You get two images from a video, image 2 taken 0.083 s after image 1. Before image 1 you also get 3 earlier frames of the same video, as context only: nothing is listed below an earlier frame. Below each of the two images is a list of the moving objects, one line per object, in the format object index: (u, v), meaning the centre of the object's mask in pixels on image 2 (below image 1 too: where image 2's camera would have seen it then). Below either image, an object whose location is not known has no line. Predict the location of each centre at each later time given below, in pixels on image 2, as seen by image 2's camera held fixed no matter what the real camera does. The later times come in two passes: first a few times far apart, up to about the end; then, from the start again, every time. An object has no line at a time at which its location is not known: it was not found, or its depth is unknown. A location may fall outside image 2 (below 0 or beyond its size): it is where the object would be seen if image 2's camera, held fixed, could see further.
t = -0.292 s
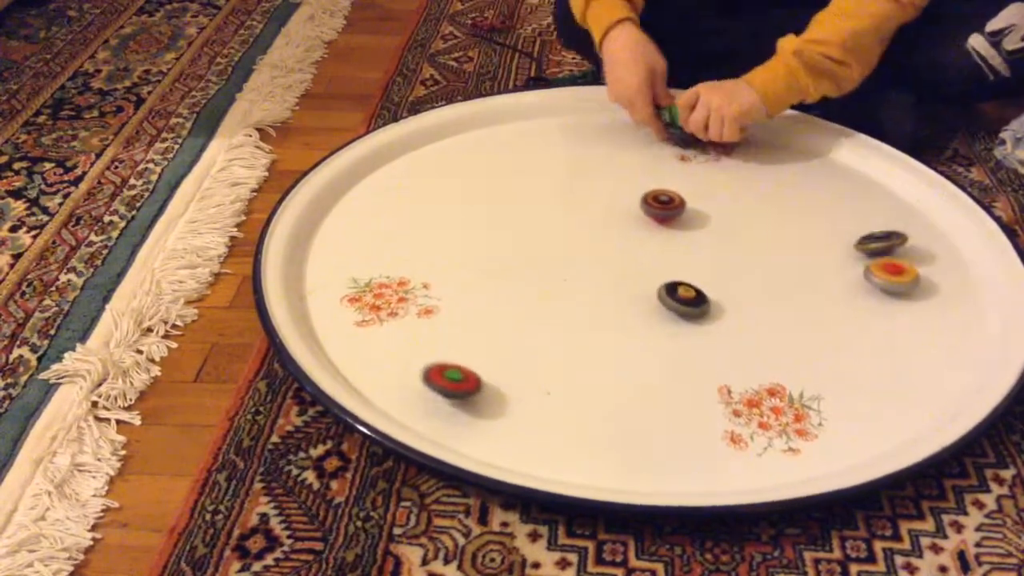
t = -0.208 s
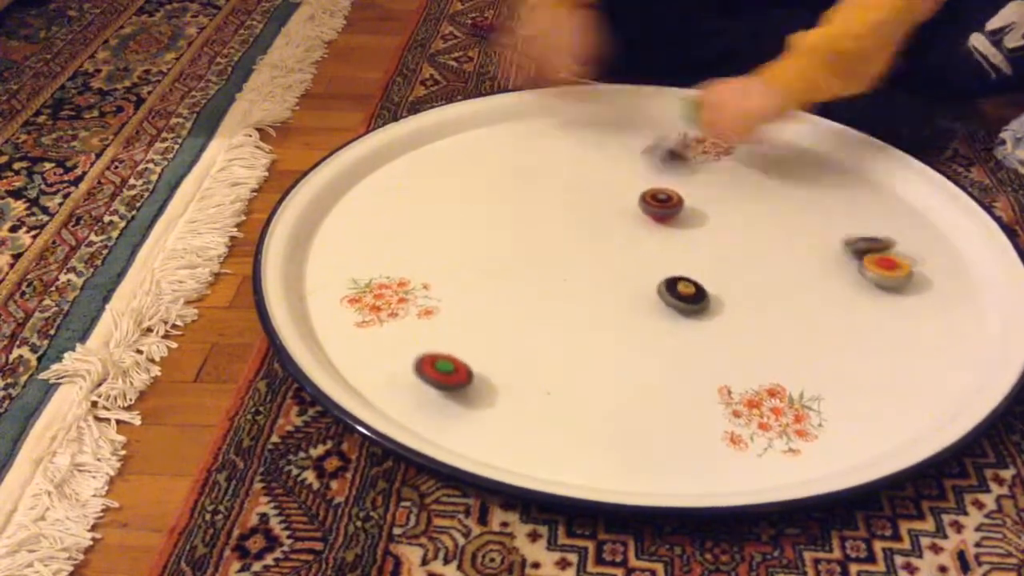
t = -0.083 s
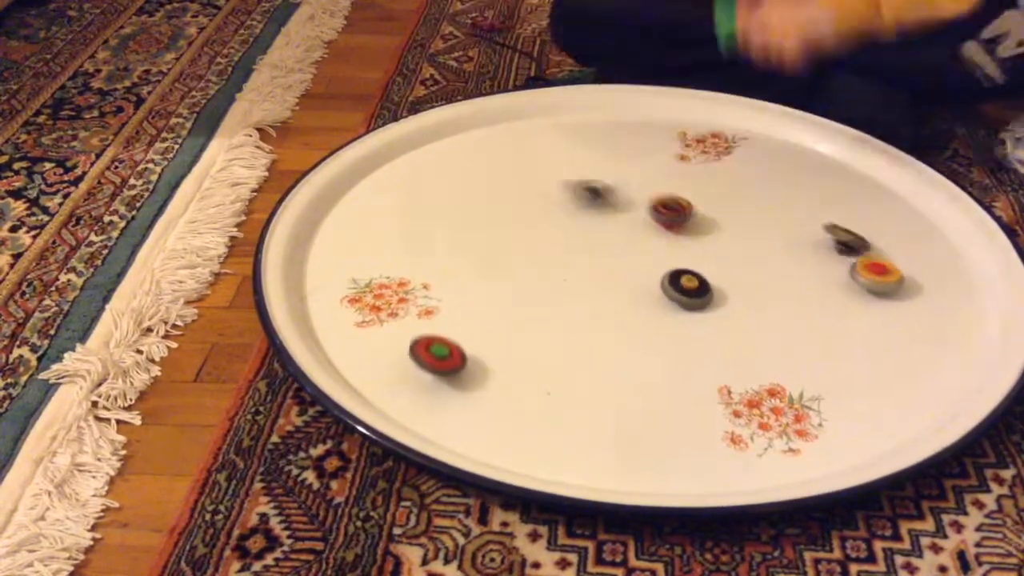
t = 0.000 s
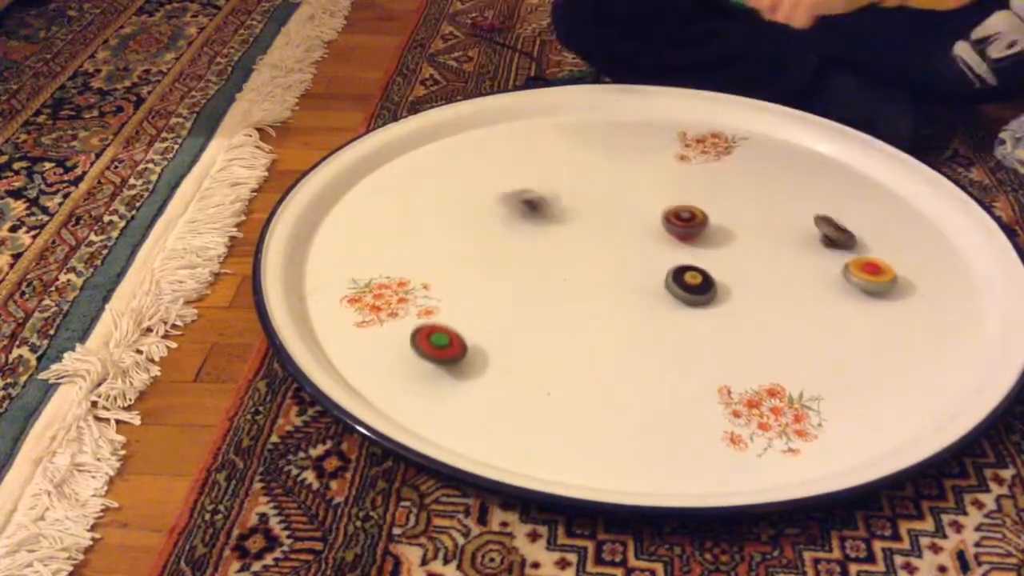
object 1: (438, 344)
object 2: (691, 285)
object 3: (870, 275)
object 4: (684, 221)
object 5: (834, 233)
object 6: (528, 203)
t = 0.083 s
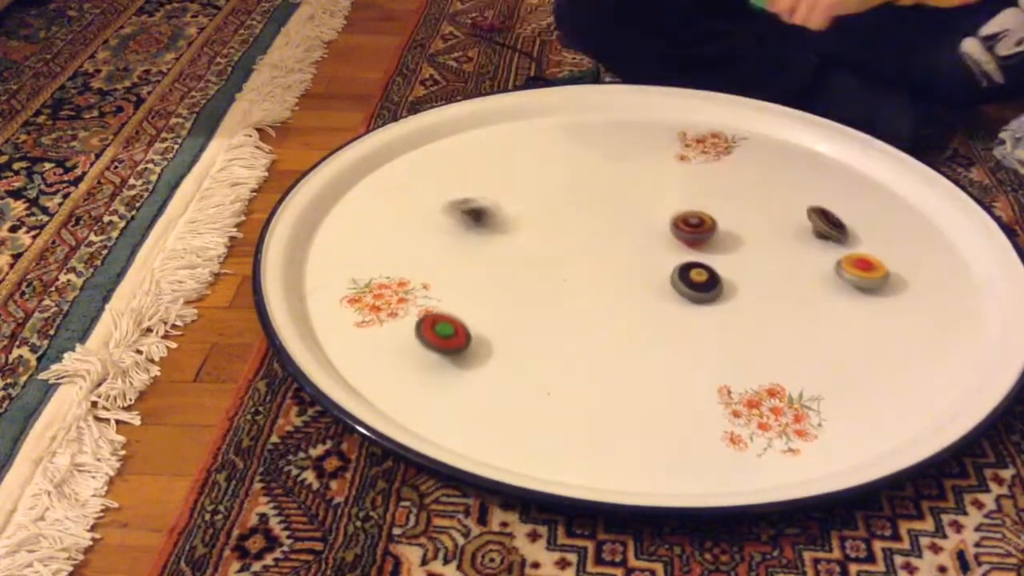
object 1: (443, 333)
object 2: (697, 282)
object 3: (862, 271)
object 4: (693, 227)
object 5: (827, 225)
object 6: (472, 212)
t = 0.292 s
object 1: (468, 311)
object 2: (716, 279)
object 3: (845, 260)
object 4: (714, 241)
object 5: (835, 208)
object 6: (371, 218)
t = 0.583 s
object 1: (525, 301)
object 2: (737, 300)
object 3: (825, 245)
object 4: (747, 239)
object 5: (878, 207)
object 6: (335, 202)
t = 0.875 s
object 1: (585, 315)
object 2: (741, 315)
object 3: (871, 216)
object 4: (729, 242)
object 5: (913, 231)
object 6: (348, 185)
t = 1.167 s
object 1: (626, 346)
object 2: (723, 321)
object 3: (855, 193)
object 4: (610, 260)
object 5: (964, 269)
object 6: (388, 176)
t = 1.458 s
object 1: (625, 384)
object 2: (698, 315)
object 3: (790, 187)
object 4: (536, 256)
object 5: (915, 281)
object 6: (435, 182)
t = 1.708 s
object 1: (589, 409)
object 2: (689, 302)
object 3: (755, 178)
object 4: (490, 242)
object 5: (907, 306)
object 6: (466, 198)
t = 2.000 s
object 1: (525, 411)
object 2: (699, 289)
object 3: (734, 162)
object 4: (430, 267)
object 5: (924, 302)
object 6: (520, 166)
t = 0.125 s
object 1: (446, 328)
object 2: (700, 281)
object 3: (858, 269)
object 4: (697, 230)
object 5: (826, 221)
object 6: (448, 215)
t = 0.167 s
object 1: (450, 324)
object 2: (703, 280)
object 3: (855, 267)
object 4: (701, 233)
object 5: (826, 217)
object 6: (423, 217)
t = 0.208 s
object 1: (456, 319)
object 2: (707, 279)
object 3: (851, 264)
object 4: (706, 236)
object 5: (827, 214)
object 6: (403, 219)
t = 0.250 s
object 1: (462, 315)
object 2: (711, 279)
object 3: (848, 262)
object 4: (710, 238)
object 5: (831, 211)
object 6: (386, 219)
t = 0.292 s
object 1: (468, 311)
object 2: (716, 279)
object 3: (845, 260)
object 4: (714, 241)
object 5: (835, 208)
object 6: (371, 218)
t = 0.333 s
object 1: (475, 308)
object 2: (719, 281)
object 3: (842, 258)
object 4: (719, 242)
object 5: (840, 206)
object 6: (360, 217)
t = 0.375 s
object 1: (483, 306)
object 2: (722, 288)
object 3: (839, 255)
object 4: (725, 241)
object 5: (845, 205)
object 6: (351, 216)
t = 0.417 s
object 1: (491, 304)
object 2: (725, 291)
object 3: (836, 253)
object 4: (730, 240)
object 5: (852, 204)
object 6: (345, 214)
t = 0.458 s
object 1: (499, 302)
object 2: (728, 294)
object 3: (833, 251)
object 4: (734, 240)
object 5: (859, 204)
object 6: (342, 211)
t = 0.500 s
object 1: (508, 301)
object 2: (731, 296)
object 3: (830, 249)
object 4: (738, 240)
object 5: (865, 204)
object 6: (339, 208)
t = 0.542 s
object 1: (516, 301)
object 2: (734, 297)
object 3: (828, 247)
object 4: (743, 239)
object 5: (873, 206)
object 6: (337, 205)
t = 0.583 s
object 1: (525, 301)
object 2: (737, 300)
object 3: (825, 245)
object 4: (747, 239)
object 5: (878, 207)
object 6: (335, 202)
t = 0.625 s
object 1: (534, 301)
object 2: (739, 302)
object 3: (823, 243)
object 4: (752, 239)
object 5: (885, 210)
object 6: (336, 199)
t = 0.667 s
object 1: (543, 303)
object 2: (741, 304)
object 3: (821, 241)
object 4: (756, 239)
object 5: (891, 212)
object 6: (336, 196)
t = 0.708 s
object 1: (552, 304)
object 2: (742, 306)
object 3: (819, 240)
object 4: (760, 239)
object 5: (895, 215)
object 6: (337, 194)
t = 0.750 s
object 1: (561, 306)
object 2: (743, 309)
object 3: (818, 237)
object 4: (765, 239)
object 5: (899, 219)
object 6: (338, 191)
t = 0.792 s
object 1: (569, 308)
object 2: (743, 311)
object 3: (816, 236)
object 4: (769, 239)
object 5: (900, 222)
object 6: (341, 189)
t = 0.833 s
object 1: (577, 311)
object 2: (742, 313)
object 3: (840, 232)
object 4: (762, 238)
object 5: (902, 225)
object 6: (344, 187)
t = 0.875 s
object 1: (585, 315)
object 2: (741, 315)
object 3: (871, 216)
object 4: (729, 242)
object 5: (913, 231)
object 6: (348, 185)
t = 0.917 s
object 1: (593, 318)
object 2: (740, 316)
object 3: (889, 201)
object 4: (702, 244)
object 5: (935, 240)
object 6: (352, 183)
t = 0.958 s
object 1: (600, 322)
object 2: (738, 318)
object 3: (902, 204)
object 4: (679, 248)
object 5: (953, 248)
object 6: (357, 181)
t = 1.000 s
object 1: (607, 326)
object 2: (735, 319)
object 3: (916, 198)
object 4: (661, 253)
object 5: (964, 254)
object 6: (363, 179)
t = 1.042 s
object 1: (613, 331)
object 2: (733, 320)
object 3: (899, 178)
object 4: (646, 257)
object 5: (970, 260)
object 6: (369, 178)
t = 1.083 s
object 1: (618, 336)
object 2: (730, 321)
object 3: (885, 178)
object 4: (633, 259)
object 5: (970, 263)
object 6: (375, 177)
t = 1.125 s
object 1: (622, 341)
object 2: (726, 321)
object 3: (865, 191)
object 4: (621, 260)
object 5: (967, 267)
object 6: (381, 176)
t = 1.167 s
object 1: (626, 346)
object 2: (723, 321)
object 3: (855, 193)
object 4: (610, 260)
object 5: (964, 269)
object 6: (388, 176)
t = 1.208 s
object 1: (629, 351)
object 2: (719, 322)
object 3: (841, 192)
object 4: (599, 261)
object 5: (955, 270)
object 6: (395, 176)
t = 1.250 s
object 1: (631, 357)
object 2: (715, 321)
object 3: (830, 191)
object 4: (588, 261)
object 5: (950, 271)
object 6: (402, 176)
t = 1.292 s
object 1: (632, 363)
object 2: (711, 320)
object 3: (821, 190)
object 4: (576, 260)
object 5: (943, 273)
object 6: (408, 176)
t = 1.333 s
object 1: (632, 368)
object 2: (708, 319)
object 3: (813, 190)
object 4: (566, 259)
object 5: (936, 275)
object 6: (415, 177)
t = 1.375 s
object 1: (631, 374)
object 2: (704, 318)
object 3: (805, 189)
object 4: (556, 259)
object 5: (929, 277)
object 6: (422, 178)
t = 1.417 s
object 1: (629, 379)
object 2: (701, 316)
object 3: (797, 189)
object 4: (546, 257)
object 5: (922, 278)
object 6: (429, 180)
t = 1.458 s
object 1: (625, 384)
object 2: (698, 315)
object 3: (790, 187)
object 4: (536, 256)
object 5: (915, 281)
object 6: (435, 182)
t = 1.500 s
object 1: (621, 389)
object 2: (695, 313)
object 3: (783, 186)
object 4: (528, 254)
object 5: (908, 284)
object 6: (441, 183)
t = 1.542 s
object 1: (617, 394)
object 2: (693, 311)
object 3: (777, 185)
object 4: (519, 253)
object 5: (903, 288)
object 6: (447, 186)
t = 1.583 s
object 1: (611, 399)
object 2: (691, 309)
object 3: (770, 183)
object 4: (511, 250)
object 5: (900, 294)
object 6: (452, 189)
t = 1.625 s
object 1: (604, 403)
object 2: (690, 307)
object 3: (764, 182)
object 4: (503, 248)
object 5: (900, 298)
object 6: (457, 191)
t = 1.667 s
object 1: (596, 406)
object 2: (689, 305)
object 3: (759, 180)
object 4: (497, 245)
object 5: (902, 302)
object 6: (462, 194)
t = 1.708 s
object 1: (589, 409)
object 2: (689, 302)
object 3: (755, 178)
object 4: (490, 242)
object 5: (907, 306)
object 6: (466, 198)
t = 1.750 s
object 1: (580, 412)
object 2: (689, 300)
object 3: (750, 175)
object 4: (484, 239)
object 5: (913, 309)
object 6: (470, 201)
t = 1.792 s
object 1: (571, 413)
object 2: (689, 298)
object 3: (746, 173)
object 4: (479, 236)
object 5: (919, 310)
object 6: (473, 205)
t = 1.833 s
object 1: (562, 414)
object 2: (690, 296)
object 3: (742, 170)
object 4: (472, 234)
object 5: (924, 309)
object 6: (478, 205)
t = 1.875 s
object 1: (553, 415)
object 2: (692, 294)
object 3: (739, 168)
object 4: (460, 246)
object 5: (927, 308)
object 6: (488, 196)
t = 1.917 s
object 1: (543, 414)
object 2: (694, 292)
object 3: (737, 167)
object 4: (448, 255)
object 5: (928, 306)
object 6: (500, 184)
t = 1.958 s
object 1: (534, 413)
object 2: (696, 291)
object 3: (735, 164)
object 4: (438, 263)
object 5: (927, 304)
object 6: (510, 174)
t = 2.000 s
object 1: (525, 411)
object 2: (699, 289)
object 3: (734, 162)
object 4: (430, 267)
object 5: (924, 302)
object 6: (520, 166)
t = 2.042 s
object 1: (516, 408)
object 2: (702, 288)
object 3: (733, 160)
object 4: (423, 270)
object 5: (920, 300)
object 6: (528, 160)
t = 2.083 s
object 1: (509, 406)
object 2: (706, 287)
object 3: (733, 158)
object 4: (416, 273)
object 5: (916, 299)
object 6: (534, 156)
